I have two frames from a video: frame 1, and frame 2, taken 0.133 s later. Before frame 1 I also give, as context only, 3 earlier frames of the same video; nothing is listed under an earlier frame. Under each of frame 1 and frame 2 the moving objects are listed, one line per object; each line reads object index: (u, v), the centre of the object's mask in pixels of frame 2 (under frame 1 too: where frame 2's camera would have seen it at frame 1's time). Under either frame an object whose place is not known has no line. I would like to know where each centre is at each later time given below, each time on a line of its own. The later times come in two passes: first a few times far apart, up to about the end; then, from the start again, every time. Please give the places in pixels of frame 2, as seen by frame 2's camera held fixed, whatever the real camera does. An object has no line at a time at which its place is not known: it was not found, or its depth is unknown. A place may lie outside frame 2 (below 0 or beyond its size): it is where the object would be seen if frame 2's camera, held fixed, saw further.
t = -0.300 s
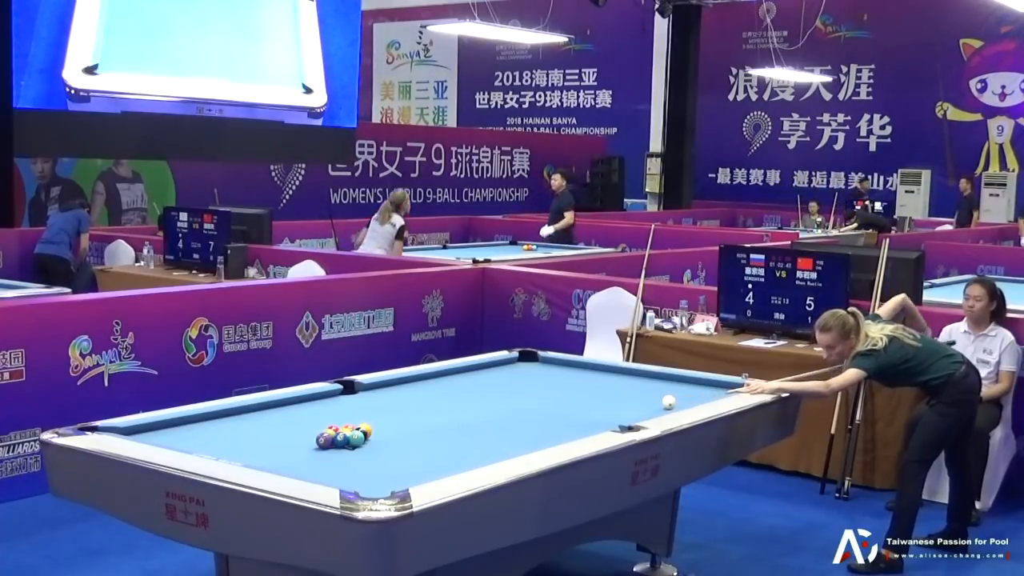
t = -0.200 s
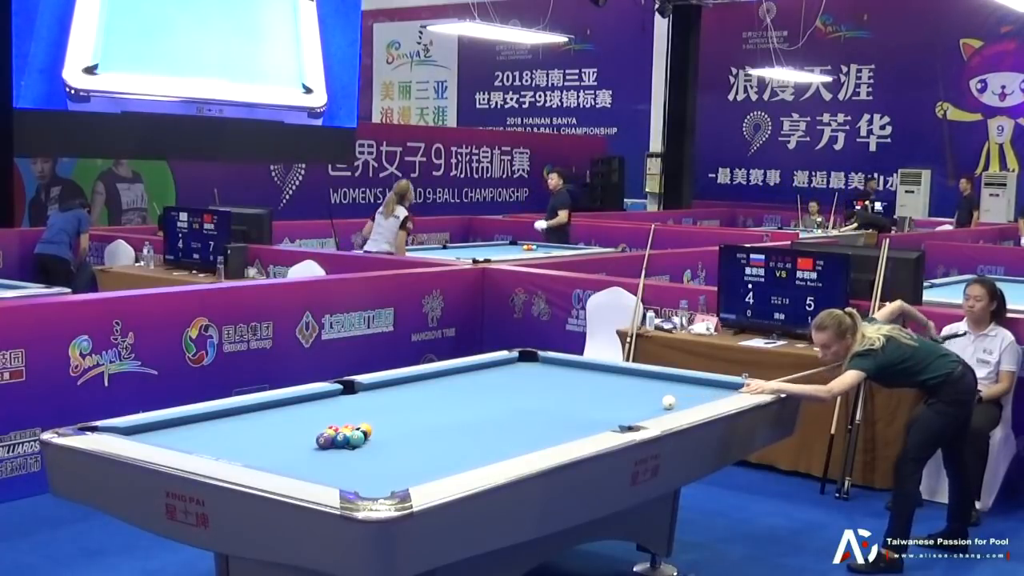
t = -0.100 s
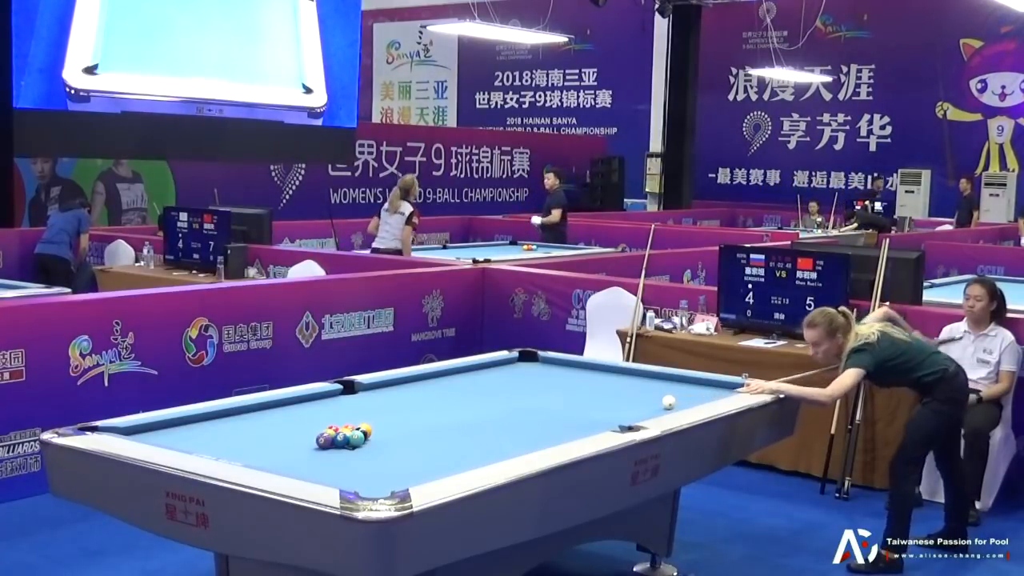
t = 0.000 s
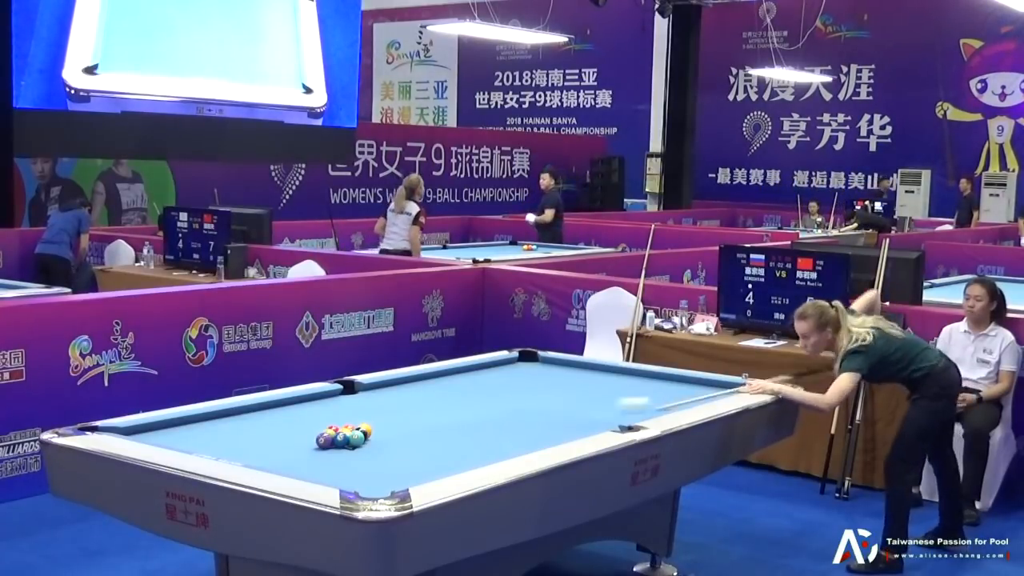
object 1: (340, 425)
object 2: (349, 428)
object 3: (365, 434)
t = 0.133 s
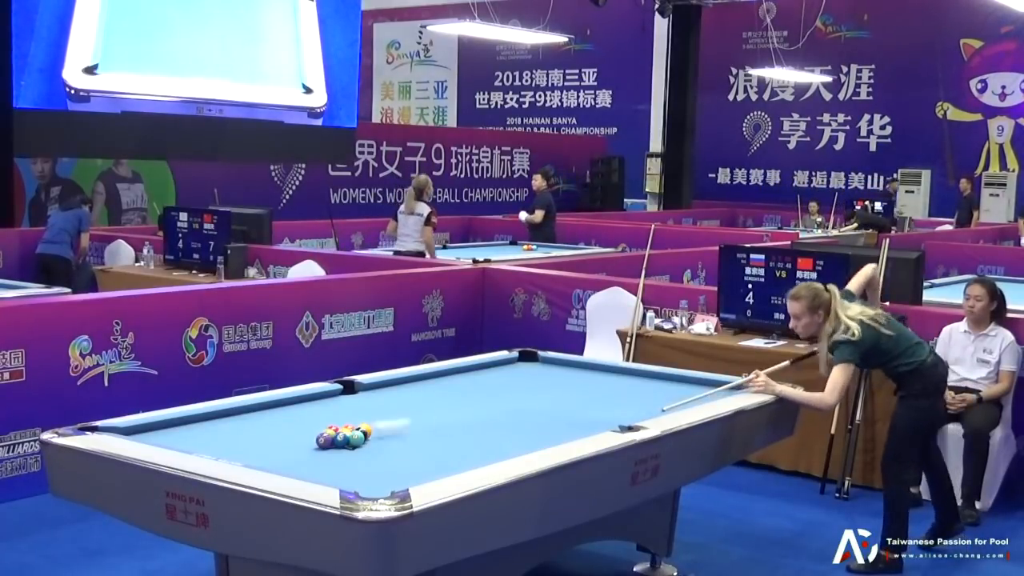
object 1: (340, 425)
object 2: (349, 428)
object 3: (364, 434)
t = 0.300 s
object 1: (326, 422)
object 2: (345, 436)
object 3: (374, 437)
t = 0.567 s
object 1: (300, 411)
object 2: (347, 437)
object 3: (395, 439)
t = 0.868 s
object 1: (297, 402)
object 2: (348, 439)
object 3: (427, 442)
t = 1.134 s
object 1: (334, 404)
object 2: (349, 440)
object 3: (465, 446)
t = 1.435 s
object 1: (375, 405)
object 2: (349, 440)
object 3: (507, 448)
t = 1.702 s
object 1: (409, 407)
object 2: (350, 440)
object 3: (523, 446)
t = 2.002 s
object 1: (416, 403)
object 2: (350, 440)
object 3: (513, 444)
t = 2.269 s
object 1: (410, 399)
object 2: (350, 440)
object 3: (504, 440)
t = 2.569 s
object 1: (405, 395)
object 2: (349, 440)
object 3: (495, 437)
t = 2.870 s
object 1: (400, 390)
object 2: (349, 440)
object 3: (488, 433)
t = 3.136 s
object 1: (395, 387)
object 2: (349, 440)
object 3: (481, 432)
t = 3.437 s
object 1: (391, 384)
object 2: (350, 440)
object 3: (476, 429)
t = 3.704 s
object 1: (394, 382)
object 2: (349, 440)
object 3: (471, 427)
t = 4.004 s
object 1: (405, 382)
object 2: (349, 440)
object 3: (467, 426)
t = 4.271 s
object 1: (415, 381)
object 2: (350, 440)
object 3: (464, 424)
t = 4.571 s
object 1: (423, 381)
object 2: (349, 440)
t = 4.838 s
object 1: (430, 381)
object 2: (350, 440)
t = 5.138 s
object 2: (350, 440)
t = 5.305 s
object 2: (347, 438)
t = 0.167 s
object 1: (341, 425)
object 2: (345, 432)
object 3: (365, 435)
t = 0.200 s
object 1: (337, 426)
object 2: (345, 435)
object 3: (366, 436)
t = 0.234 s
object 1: (334, 426)
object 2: (346, 436)
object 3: (368, 437)
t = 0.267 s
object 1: (330, 424)
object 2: (345, 436)
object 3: (371, 437)
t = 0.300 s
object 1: (326, 422)
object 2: (345, 436)
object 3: (374, 437)
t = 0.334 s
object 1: (322, 421)
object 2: (345, 436)
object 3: (376, 437)
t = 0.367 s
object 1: (319, 419)
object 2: (346, 436)
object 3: (379, 437)
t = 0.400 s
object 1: (316, 417)
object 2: (346, 436)
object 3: (382, 438)
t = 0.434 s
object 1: (313, 416)
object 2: (346, 437)
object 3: (385, 438)
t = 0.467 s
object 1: (309, 415)
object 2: (346, 437)
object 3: (387, 439)
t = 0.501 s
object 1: (307, 413)
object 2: (346, 437)
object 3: (390, 439)
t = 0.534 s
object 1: (303, 412)
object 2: (347, 437)
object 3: (392, 439)
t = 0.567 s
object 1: (300, 411)
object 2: (347, 437)
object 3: (395, 439)
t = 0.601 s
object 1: (298, 409)
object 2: (347, 436)
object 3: (397, 439)
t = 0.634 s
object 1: (295, 408)
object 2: (348, 439)
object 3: (400, 440)
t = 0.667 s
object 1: (291, 406)
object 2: (347, 439)
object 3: (402, 440)
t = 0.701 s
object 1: (288, 405)
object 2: (348, 439)
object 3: (405, 440)
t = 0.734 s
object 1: (286, 403)
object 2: (348, 439)
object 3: (407, 441)
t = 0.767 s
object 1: (284, 402)
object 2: (348, 439)
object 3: (412, 441)
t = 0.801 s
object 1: (287, 402)
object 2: (348, 439)
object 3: (417, 442)
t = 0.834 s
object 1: (292, 402)
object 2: (348, 439)
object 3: (422, 442)
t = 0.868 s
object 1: (297, 402)
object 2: (348, 439)
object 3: (427, 442)
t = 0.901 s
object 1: (302, 402)
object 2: (348, 439)
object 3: (432, 443)
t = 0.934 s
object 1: (306, 403)
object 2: (348, 439)
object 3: (437, 443)
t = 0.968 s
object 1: (311, 403)
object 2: (349, 440)
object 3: (442, 444)
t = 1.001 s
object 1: (316, 403)
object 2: (349, 440)
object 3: (446, 444)
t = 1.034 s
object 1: (320, 403)
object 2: (349, 440)
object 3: (451, 444)
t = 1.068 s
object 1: (325, 403)
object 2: (349, 440)
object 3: (456, 445)
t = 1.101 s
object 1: (330, 404)
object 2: (349, 440)
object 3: (461, 445)
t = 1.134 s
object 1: (334, 404)
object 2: (349, 440)
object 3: (465, 446)
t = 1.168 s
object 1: (339, 403)
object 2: (349, 440)
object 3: (470, 446)
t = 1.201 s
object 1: (343, 404)
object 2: (349, 440)
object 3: (475, 446)
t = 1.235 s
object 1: (348, 404)
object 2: (349, 440)
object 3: (480, 446)
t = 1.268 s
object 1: (352, 404)
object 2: (350, 440)
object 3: (484, 447)
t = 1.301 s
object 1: (357, 404)
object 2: (349, 440)
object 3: (489, 447)
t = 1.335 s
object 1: (361, 404)
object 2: (350, 440)
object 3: (494, 448)
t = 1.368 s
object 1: (366, 405)
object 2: (350, 440)
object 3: (498, 448)
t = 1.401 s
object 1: (370, 405)
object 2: (350, 440)
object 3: (503, 448)
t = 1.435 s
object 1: (375, 405)
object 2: (349, 440)
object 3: (507, 448)
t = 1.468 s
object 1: (379, 406)
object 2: (349, 440)
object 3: (512, 448)
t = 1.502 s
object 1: (383, 406)
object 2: (350, 440)
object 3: (516, 448)
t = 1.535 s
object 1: (388, 406)
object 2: (349, 440)
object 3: (520, 447)
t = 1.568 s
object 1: (392, 406)
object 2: (350, 440)
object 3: (525, 447)
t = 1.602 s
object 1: (396, 406)
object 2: (350, 440)
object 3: (527, 446)
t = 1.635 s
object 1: (400, 406)
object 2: (350, 440)
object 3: (525, 446)
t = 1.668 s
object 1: (405, 407)
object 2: (349, 440)
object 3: (524, 446)
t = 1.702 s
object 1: (409, 407)
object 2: (350, 440)
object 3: (523, 446)
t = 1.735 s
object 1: (413, 407)
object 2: (350, 440)
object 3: (522, 446)
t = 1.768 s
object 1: (417, 407)
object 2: (350, 440)
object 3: (520, 446)
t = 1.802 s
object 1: (421, 407)
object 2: (349, 440)
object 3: (519, 445)
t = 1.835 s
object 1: (423, 407)
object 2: (349, 440)
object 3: (518, 445)
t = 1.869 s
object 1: (421, 406)
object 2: (350, 440)
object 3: (517, 445)
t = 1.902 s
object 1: (419, 405)
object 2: (349, 440)
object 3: (516, 445)
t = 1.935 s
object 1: (418, 405)
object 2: (350, 440)
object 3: (515, 445)
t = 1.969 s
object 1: (416, 404)
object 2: (350, 440)
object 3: (514, 444)
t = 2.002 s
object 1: (416, 403)
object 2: (350, 440)
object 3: (513, 444)
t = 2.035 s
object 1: (415, 403)
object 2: (350, 440)
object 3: (511, 443)
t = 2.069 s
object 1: (414, 403)
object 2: (349, 440)
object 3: (510, 443)
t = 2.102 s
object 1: (414, 402)
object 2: (350, 440)
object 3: (509, 443)
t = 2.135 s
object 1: (413, 402)
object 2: (350, 440)
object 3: (508, 442)
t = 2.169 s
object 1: (412, 401)
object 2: (349, 440)
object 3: (507, 442)
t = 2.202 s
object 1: (412, 401)
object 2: (349, 440)
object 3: (506, 441)
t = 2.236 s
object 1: (411, 400)
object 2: (349, 440)
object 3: (505, 441)
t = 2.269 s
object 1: (410, 399)
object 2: (350, 440)
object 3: (504, 440)
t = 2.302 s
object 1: (410, 399)
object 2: (349, 440)
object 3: (503, 440)
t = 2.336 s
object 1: (409, 398)
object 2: (350, 440)
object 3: (502, 440)
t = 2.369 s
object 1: (409, 398)
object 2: (349, 440)
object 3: (501, 439)
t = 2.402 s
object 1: (408, 397)
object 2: (349, 440)
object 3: (500, 439)
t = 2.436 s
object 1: (407, 397)
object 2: (349, 440)
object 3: (499, 438)
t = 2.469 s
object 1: (406, 396)
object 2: (349, 440)
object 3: (498, 438)
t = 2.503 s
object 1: (406, 396)
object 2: (350, 440)
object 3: (497, 437)
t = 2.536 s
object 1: (405, 395)
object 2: (349, 440)
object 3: (496, 437)
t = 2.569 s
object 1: (405, 395)
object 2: (349, 440)
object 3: (495, 437)
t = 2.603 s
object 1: (404, 394)
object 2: (349, 440)
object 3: (494, 436)
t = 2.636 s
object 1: (403, 394)
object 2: (349, 440)
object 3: (493, 436)
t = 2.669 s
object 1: (403, 393)
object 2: (349, 440)
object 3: (493, 436)
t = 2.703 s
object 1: (402, 393)
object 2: (349, 440)
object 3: (492, 435)
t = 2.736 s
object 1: (402, 392)
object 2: (350, 440)
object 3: (491, 435)
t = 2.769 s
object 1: (401, 392)
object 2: (350, 440)
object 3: (490, 435)
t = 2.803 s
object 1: (401, 391)
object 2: (349, 440)
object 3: (489, 434)
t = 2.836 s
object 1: (400, 391)
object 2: (349, 440)
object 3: (489, 434)
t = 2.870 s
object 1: (400, 390)
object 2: (349, 440)
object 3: (488, 433)
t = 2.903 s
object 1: (399, 390)
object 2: (349, 440)
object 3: (487, 433)
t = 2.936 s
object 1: (398, 390)
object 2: (349, 440)
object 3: (486, 433)
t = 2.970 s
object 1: (398, 389)
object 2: (349, 440)
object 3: (485, 432)
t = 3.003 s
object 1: (397, 389)
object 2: (349, 440)
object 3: (484, 432)
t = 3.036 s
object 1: (397, 388)
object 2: (349, 440)
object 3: (484, 432)
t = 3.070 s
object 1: (396, 388)
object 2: (349, 440)
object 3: (483, 432)
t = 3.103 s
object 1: (396, 388)
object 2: (349, 440)
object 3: (482, 432)
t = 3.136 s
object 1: (395, 387)
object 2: (349, 440)
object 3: (481, 432)
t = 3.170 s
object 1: (395, 387)
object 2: (349, 440)
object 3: (481, 431)
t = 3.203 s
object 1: (394, 387)
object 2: (349, 440)
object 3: (480, 431)
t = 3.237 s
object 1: (394, 386)
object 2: (349, 440)
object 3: (479, 430)
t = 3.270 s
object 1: (393, 386)
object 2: (349, 440)
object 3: (479, 430)
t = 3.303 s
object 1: (393, 385)
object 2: (349, 440)
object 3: (478, 430)
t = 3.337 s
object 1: (392, 385)
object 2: (349, 440)
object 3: (477, 429)
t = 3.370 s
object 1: (392, 384)
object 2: (349, 440)
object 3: (477, 429)
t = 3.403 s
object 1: (391, 384)
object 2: (349, 440)
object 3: (476, 429)
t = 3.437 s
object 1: (391, 384)
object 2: (350, 440)
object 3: (476, 429)
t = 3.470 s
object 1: (391, 384)
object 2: (350, 440)
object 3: (475, 428)
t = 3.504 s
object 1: (390, 383)
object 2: (350, 440)
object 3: (474, 428)
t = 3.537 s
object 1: (390, 383)
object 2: (349, 440)
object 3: (474, 428)
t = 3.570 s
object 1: (390, 383)
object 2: (349, 440)
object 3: (473, 428)
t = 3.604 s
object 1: (390, 383)
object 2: (350, 440)
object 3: (473, 428)
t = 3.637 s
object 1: (391, 382)
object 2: (349, 440)
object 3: (472, 428)
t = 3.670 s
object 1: (392, 382)
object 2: (349, 440)
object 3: (472, 427)
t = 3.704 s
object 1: (394, 382)
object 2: (349, 440)
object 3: (471, 427)
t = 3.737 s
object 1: (395, 382)
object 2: (350, 440)
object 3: (471, 427)
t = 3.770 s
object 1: (396, 382)
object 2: (349, 440)
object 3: (470, 427)
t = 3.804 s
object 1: (398, 382)
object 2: (349, 440)
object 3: (470, 426)
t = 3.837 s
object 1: (399, 381)
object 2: (350, 440)
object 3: (469, 426)
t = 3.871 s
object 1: (400, 382)
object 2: (349, 440)
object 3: (469, 426)
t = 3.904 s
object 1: (402, 382)
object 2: (350, 440)
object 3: (468, 426)
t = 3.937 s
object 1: (403, 382)
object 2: (349, 440)
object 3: (468, 426)
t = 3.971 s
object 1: (404, 382)
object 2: (350, 440)
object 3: (467, 426)
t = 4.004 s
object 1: (405, 382)
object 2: (349, 440)
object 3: (467, 426)
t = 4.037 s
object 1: (407, 382)
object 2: (349, 440)
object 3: (467, 425)
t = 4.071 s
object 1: (408, 382)
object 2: (349, 440)
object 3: (466, 425)
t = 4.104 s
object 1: (409, 382)
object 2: (349, 440)
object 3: (466, 425)
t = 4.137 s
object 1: (410, 382)
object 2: (350, 440)
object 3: (465, 425)
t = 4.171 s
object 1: (411, 381)
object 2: (349, 440)
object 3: (465, 425)
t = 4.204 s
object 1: (412, 381)
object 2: (350, 440)
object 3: (465, 424)
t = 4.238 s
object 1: (413, 381)
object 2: (349, 440)
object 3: (464, 424)
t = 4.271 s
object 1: (415, 381)
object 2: (350, 440)
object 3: (464, 424)
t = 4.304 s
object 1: (416, 382)
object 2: (349, 440)
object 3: (463, 424)
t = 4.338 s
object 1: (417, 381)
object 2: (349, 440)
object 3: (463, 424)
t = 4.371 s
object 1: (418, 381)
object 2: (350, 440)
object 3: (463, 424)
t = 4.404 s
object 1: (419, 381)
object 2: (350, 440)
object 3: (462, 424)
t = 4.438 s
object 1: (420, 381)
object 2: (350, 440)
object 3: (462, 424)
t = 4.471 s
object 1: (420, 381)
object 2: (349, 440)
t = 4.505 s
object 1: (421, 381)
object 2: (350, 440)
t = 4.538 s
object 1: (422, 381)
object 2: (349, 440)
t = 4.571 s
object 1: (423, 381)
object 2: (349, 440)
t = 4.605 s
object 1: (424, 381)
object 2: (349, 440)
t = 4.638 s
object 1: (425, 381)
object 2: (350, 440)
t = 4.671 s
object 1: (426, 381)
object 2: (350, 440)
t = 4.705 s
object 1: (427, 381)
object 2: (350, 440)
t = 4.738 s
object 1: (427, 381)
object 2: (350, 440)
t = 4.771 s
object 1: (428, 381)
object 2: (349, 440)
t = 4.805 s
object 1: (429, 381)
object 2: (349, 440)
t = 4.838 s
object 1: (430, 381)
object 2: (350, 440)
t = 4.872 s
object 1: (431, 381)
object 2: (349, 440)
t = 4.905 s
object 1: (431, 381)
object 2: (349, 440)
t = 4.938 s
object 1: (432, 381)
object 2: (349, 440)
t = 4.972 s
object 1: (433, 381)
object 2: (350, 440)
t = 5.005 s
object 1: (433, 381)
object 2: (349, 440)
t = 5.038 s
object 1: (434, 382)
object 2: (350, 440)
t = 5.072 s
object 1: (434, 381)
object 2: (349, 440)
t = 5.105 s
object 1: (433, 381)
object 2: (350, 440)
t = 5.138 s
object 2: (350, 440)
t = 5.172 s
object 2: (349, 440)
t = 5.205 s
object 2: (349, 440)
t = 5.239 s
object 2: (350, 440)
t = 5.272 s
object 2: (349, 440)
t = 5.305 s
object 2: (347, 438)
